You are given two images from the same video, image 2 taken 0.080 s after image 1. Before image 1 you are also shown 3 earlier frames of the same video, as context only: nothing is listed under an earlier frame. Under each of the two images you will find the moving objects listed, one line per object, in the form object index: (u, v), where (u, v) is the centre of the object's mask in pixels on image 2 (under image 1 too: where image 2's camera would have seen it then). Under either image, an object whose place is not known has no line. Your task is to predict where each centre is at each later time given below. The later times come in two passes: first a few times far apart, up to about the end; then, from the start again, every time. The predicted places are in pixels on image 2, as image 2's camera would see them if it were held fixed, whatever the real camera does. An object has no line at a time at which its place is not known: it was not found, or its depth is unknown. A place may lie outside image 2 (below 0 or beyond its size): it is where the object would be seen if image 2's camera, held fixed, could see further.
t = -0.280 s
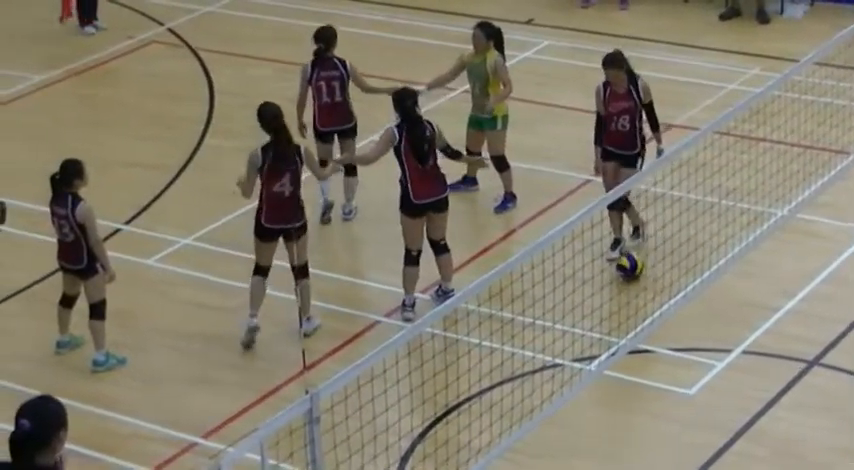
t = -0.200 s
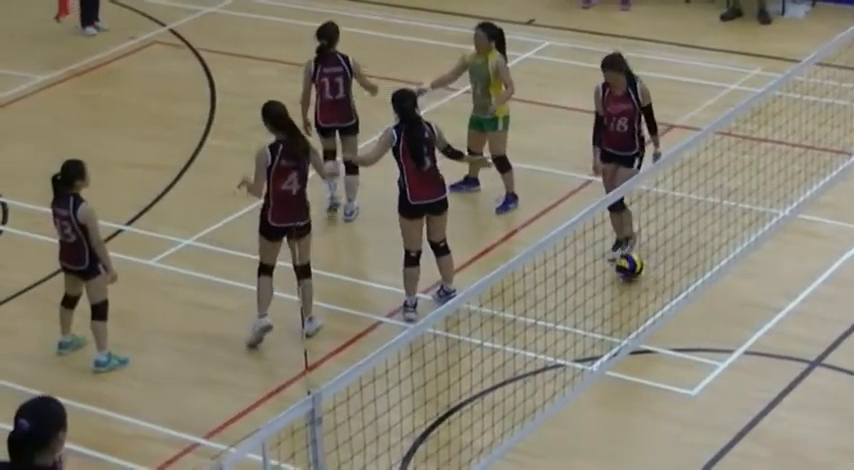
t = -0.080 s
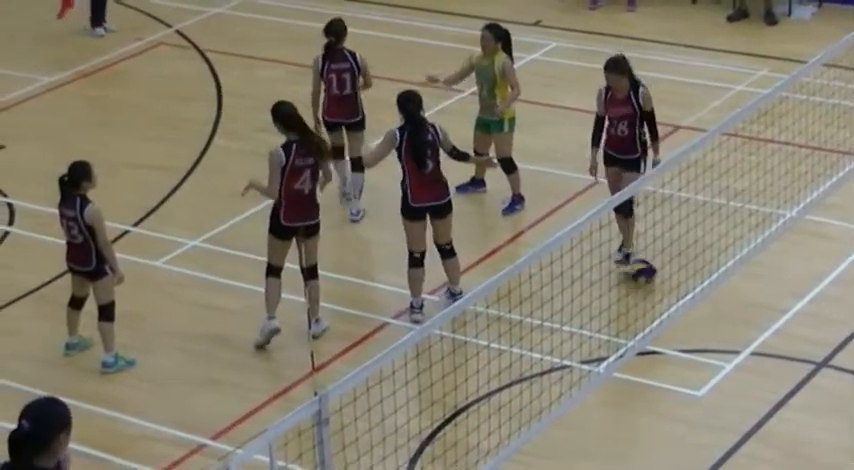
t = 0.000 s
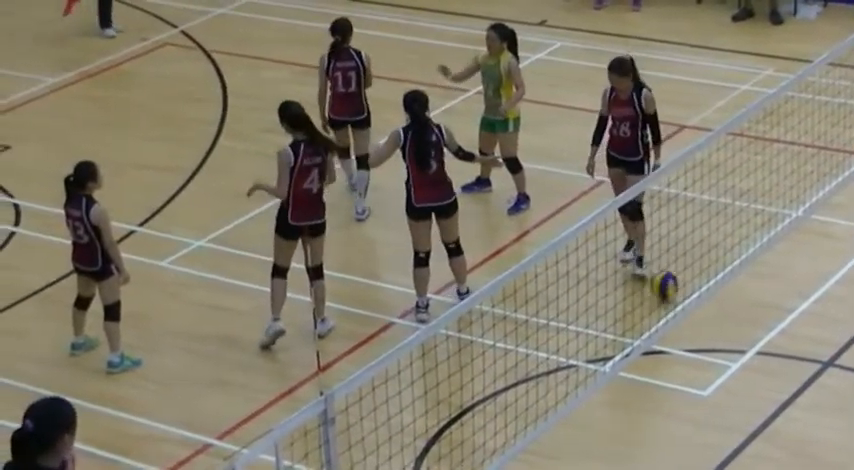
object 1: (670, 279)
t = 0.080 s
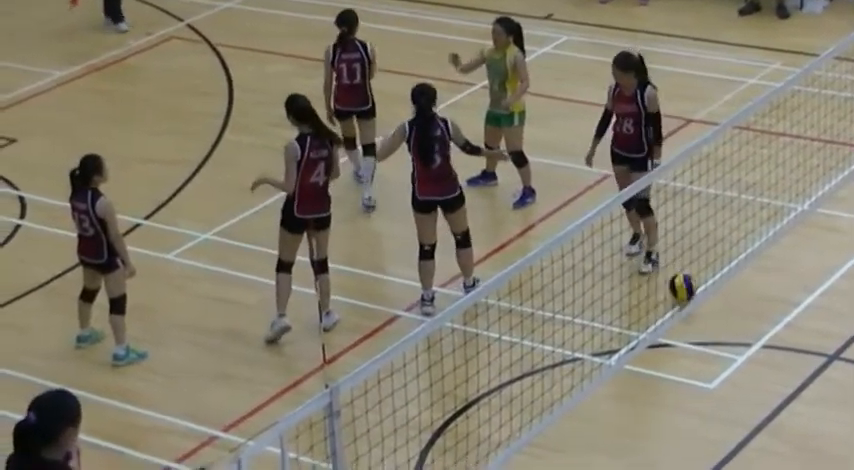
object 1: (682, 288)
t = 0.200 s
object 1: (700, 304)
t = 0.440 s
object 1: (725, 324)
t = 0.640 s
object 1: (747, 342)
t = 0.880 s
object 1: (774, 361)
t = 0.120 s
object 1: (688, 291)
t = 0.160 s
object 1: (695, 300)
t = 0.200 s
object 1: (700, 304)
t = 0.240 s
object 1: (705, 309)
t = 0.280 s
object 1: (710, 313)
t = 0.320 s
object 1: (714, 315)
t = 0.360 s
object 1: (719, 320)
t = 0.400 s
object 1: (721, 323)
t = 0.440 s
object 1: (725, 324)
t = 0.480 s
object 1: (730, 330)
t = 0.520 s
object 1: (734, 332)
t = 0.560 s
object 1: (738, 336)
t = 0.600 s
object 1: (742, 338)
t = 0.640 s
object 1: (747, 342)
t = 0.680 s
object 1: (752, 346)
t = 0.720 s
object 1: (755, 348)
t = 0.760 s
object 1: (759, 353)
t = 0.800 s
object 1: (764, 356)
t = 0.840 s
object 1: (770, 360)
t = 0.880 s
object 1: (774, 361)
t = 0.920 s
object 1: (779, 366)
